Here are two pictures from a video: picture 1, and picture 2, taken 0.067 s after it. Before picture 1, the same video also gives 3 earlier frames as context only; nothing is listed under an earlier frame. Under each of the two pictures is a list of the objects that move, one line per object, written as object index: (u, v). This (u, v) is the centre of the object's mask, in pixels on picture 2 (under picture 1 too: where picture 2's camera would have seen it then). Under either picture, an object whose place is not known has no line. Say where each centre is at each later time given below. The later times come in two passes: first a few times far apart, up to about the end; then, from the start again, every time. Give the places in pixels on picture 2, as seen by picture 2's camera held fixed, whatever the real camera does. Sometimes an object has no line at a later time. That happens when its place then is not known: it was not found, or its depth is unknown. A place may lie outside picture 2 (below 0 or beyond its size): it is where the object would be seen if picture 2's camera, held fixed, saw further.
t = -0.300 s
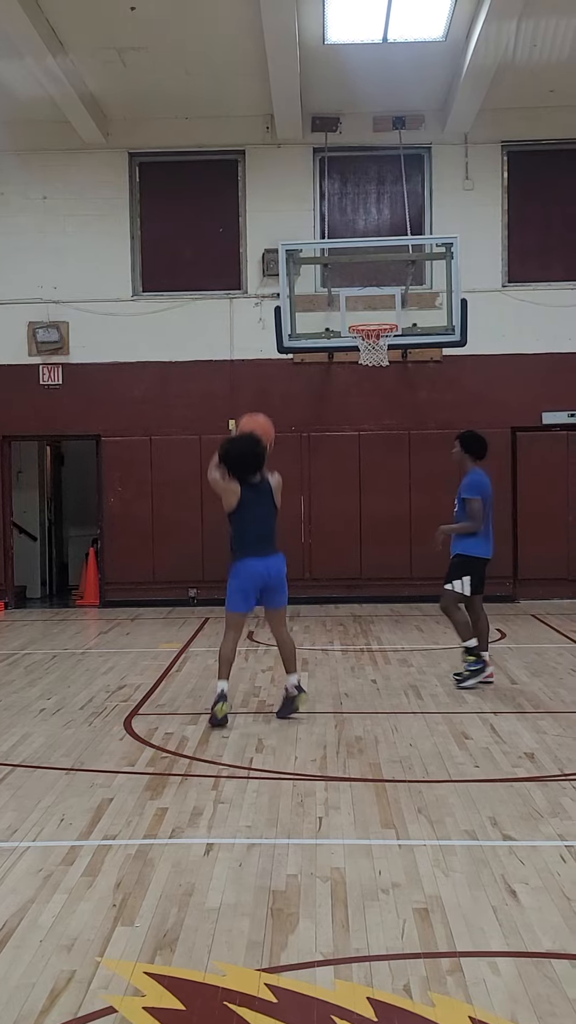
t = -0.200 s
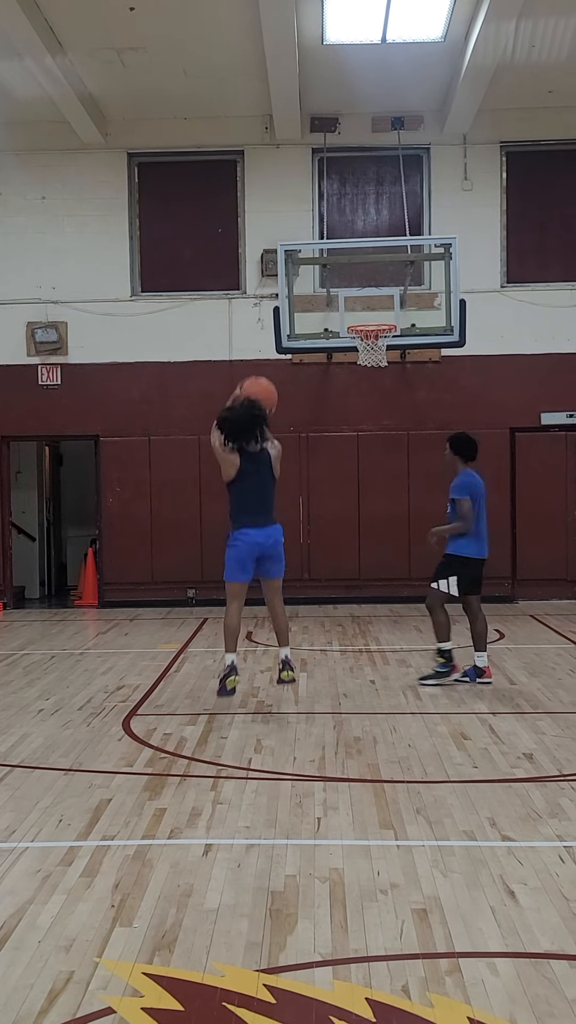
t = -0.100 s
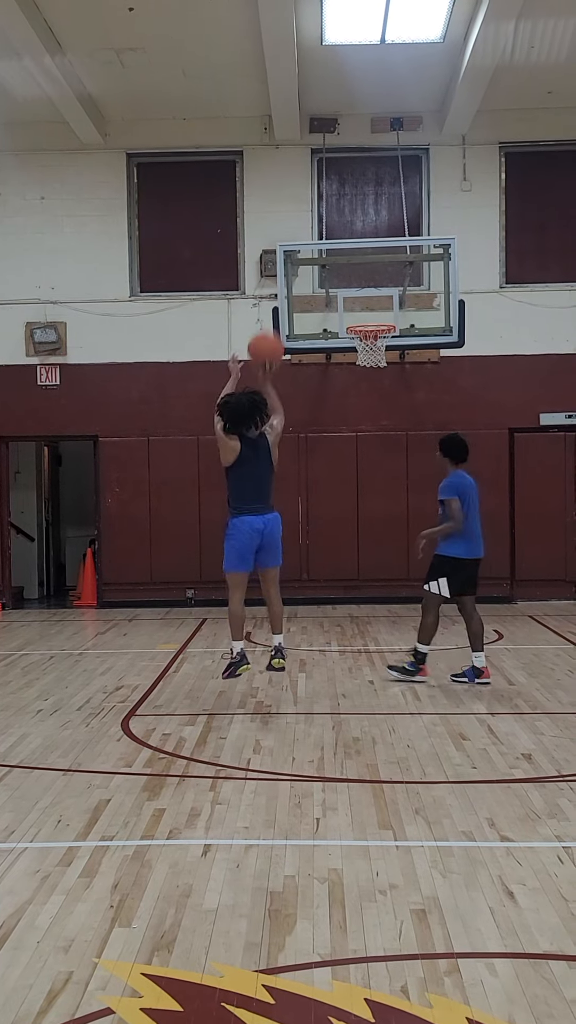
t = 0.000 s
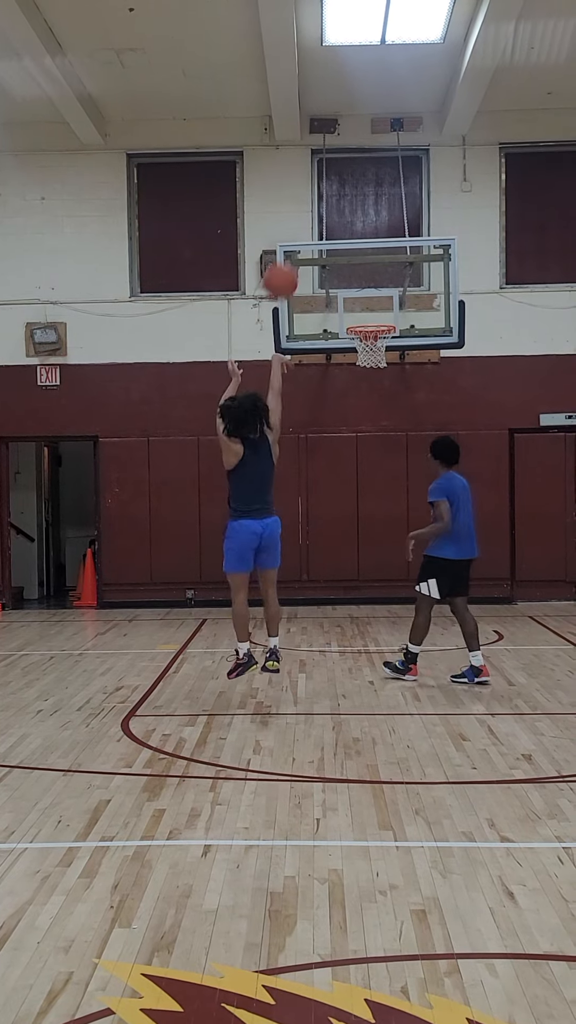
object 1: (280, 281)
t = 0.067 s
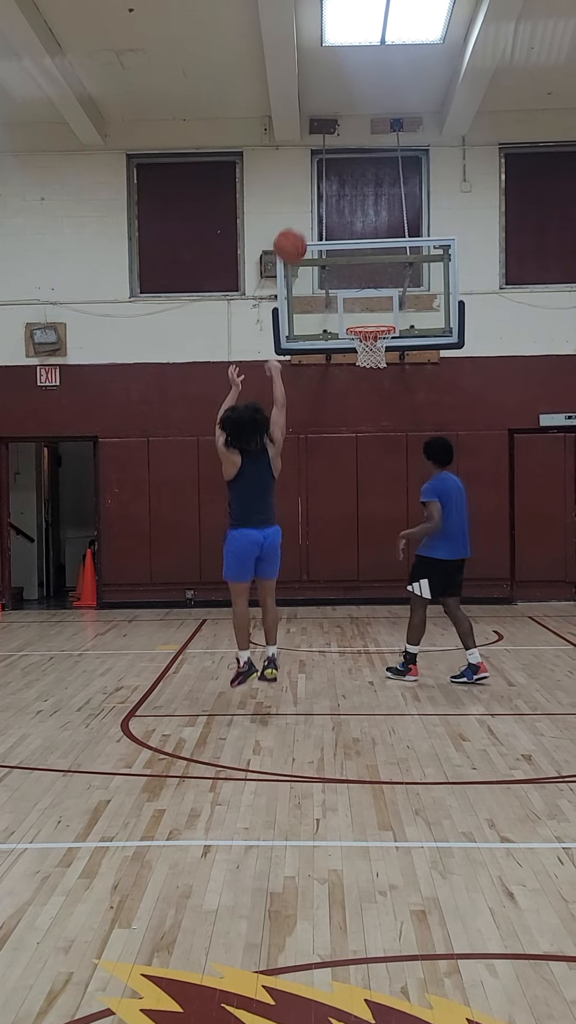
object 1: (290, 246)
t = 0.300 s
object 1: (321, 183)
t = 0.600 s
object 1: (352, 208)
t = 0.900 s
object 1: (379, 315)
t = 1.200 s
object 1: (355, 346)
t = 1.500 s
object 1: (368, 405)
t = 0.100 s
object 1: (295, 231)
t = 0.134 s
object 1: (300, 219)
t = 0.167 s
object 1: (304, 208)
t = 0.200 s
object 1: (308, 199)
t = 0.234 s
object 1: (312, 192)
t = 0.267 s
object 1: (317, 187)
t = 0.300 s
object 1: (321, 183)
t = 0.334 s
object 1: (324, 181)
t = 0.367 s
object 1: (328, 180)
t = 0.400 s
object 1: (331, 180)
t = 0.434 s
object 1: (334, 182)
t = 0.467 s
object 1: (338, 184)
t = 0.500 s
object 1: (342, 189)
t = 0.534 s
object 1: (346, 194)
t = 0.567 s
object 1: (349, 201)
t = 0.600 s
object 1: (352, 208)
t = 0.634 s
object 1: (356, 217)
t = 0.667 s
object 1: (360, 227)
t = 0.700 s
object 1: (362, 236)
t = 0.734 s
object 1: (365, 248)
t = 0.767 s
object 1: (369, 258)
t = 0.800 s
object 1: (372, 273)
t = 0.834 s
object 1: (374, 286)
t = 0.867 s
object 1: (377, 302)
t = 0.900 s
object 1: (379, 315)
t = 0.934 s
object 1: (380, 323)
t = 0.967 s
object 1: (370, 335)
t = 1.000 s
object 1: (357, 343)
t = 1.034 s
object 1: (352, 346)
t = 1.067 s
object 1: (351, 348)
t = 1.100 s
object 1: (352, 347)
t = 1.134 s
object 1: (353, 346)
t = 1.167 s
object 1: (354, 346)
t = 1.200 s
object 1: (355, 346)
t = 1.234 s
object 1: (357, 347)
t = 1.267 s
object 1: (359, 351)
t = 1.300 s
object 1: (360, 355)
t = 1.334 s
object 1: (361, 361)
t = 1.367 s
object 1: (363, 367)
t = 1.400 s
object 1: (364, 375)
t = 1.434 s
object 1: (366, 384)
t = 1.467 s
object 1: (367, 394)
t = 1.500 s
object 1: (368, 405)
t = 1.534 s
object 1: (370, 417)
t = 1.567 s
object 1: (370, 430)
